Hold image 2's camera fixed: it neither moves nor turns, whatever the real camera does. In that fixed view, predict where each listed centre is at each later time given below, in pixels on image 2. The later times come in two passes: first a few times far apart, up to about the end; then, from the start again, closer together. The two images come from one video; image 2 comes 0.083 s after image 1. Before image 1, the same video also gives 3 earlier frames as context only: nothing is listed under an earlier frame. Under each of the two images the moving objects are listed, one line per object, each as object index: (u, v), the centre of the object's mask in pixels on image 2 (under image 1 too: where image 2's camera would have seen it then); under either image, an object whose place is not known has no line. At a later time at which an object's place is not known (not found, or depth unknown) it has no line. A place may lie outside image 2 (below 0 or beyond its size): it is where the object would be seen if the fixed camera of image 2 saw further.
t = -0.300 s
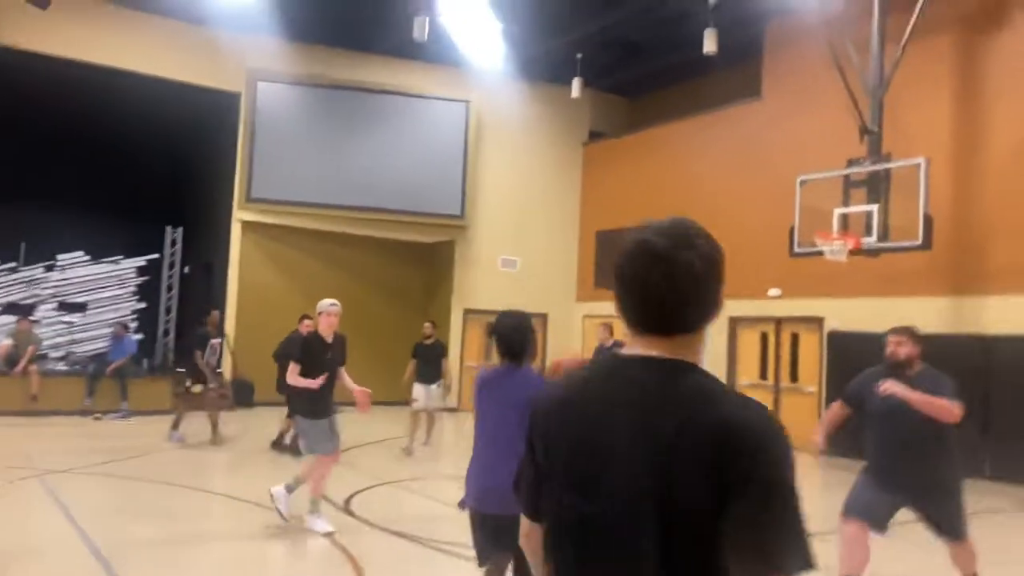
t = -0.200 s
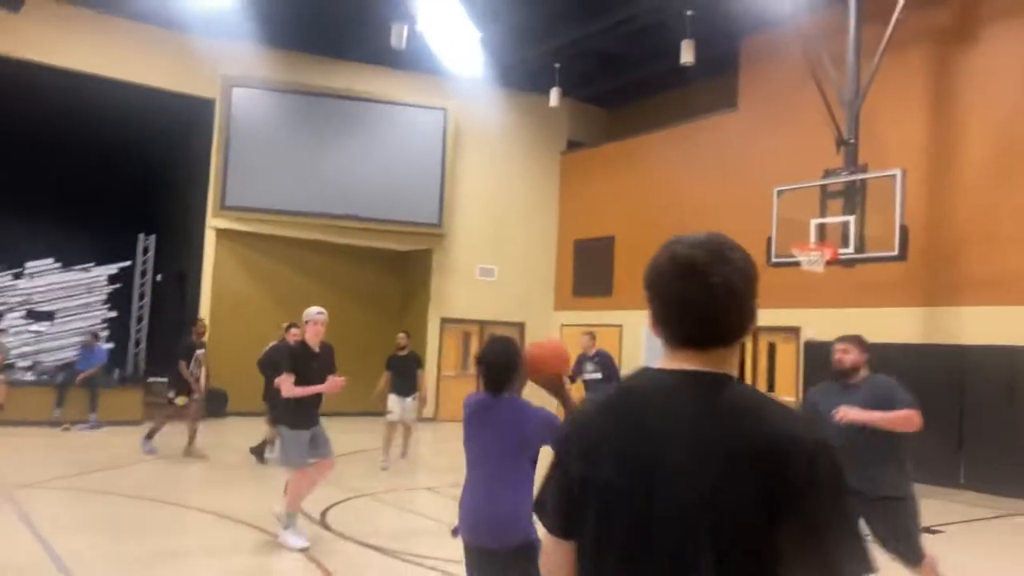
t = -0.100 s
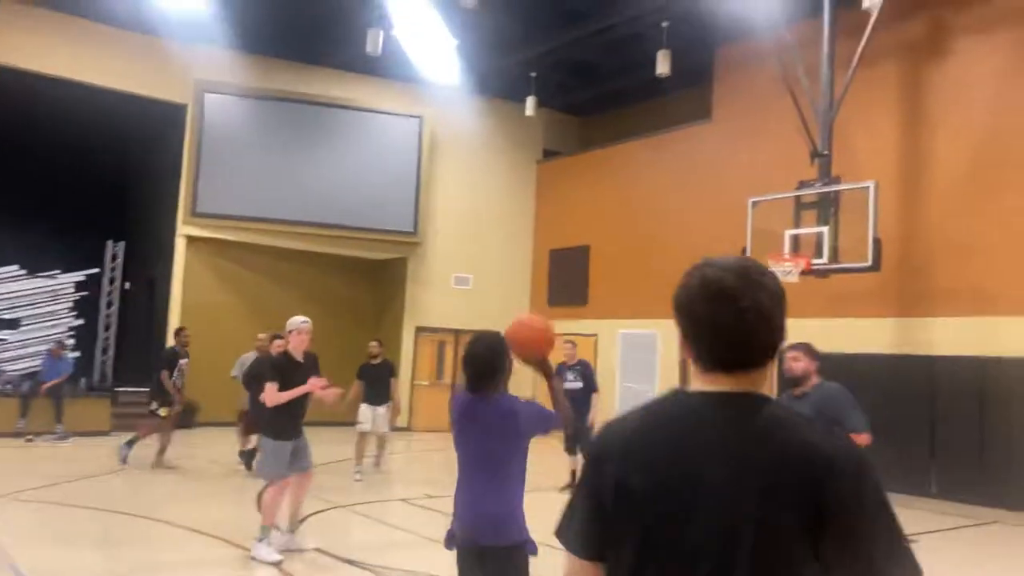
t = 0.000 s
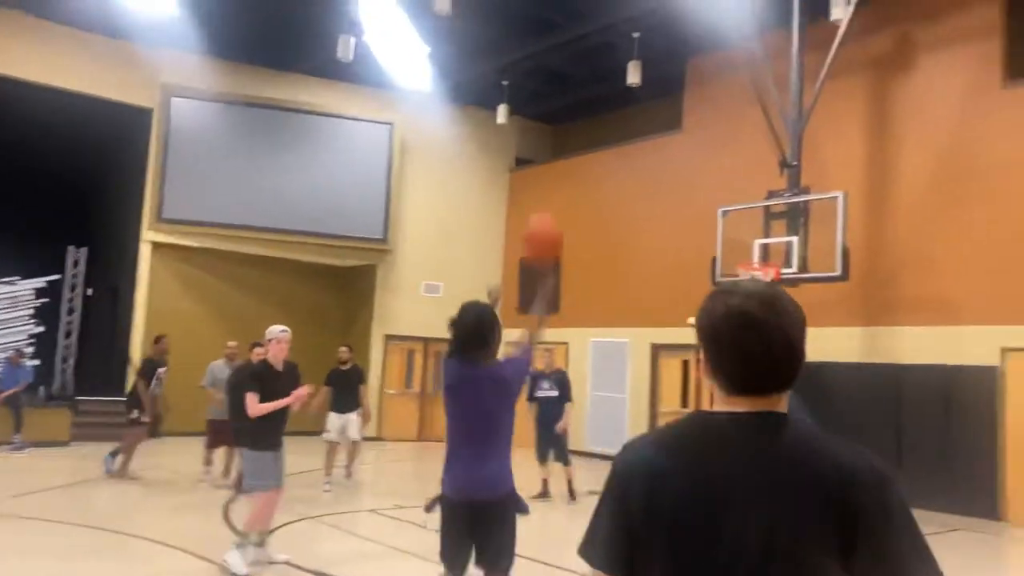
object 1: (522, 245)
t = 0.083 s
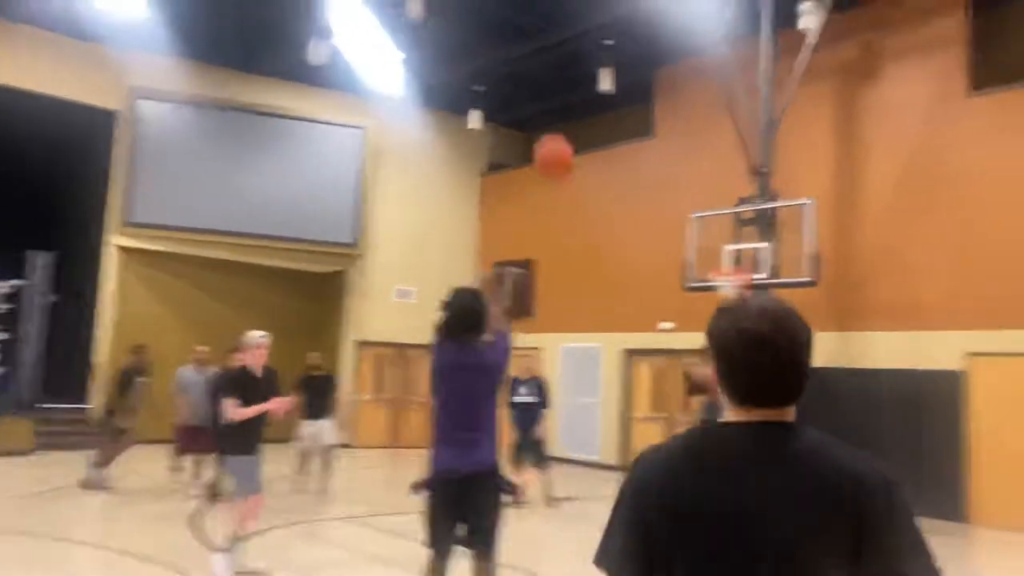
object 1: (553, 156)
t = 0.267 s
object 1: (612, 50)
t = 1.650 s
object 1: (746, 279)
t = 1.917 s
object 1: (738, 339)
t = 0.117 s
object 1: (566, 131)
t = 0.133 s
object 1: (572, 120)
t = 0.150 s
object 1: (578, 108)
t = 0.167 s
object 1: (583, 98)
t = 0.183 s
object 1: (588, 89)
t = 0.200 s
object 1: (594, 79)
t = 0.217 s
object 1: (599, 72)
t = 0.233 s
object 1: (603, 62)
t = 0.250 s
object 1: (607, 56)
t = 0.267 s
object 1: (612, 50)
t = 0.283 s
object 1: (615, 44)
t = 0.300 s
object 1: (619, 40)
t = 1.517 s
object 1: (745, 280)
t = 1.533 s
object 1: (744, 279)
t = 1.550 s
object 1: (744, 279)
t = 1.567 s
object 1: (745, 279)
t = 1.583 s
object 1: (745, 280)
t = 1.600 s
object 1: (745, 280)
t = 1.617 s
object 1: (746, 279)
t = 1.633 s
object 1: (746, 280)
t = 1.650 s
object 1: (746, 279)
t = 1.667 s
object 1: (747, 280)
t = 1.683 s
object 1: (738, 292)
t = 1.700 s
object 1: (737, 294)
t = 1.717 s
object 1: (734, 298)
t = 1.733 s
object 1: (734, 301)
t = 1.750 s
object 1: (735, 302)
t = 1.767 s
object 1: (736, 307)
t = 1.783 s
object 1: (737, 309)
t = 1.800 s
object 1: (737, 313)
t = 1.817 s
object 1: (737, 316)
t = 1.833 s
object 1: (736, 319)
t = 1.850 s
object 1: (737, 323)
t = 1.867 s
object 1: (737, 327)
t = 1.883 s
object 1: (738, 329)
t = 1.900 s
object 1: (738, 331)
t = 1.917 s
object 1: (738, 339)
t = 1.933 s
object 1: (738, 343)
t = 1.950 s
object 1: (739, 347)
